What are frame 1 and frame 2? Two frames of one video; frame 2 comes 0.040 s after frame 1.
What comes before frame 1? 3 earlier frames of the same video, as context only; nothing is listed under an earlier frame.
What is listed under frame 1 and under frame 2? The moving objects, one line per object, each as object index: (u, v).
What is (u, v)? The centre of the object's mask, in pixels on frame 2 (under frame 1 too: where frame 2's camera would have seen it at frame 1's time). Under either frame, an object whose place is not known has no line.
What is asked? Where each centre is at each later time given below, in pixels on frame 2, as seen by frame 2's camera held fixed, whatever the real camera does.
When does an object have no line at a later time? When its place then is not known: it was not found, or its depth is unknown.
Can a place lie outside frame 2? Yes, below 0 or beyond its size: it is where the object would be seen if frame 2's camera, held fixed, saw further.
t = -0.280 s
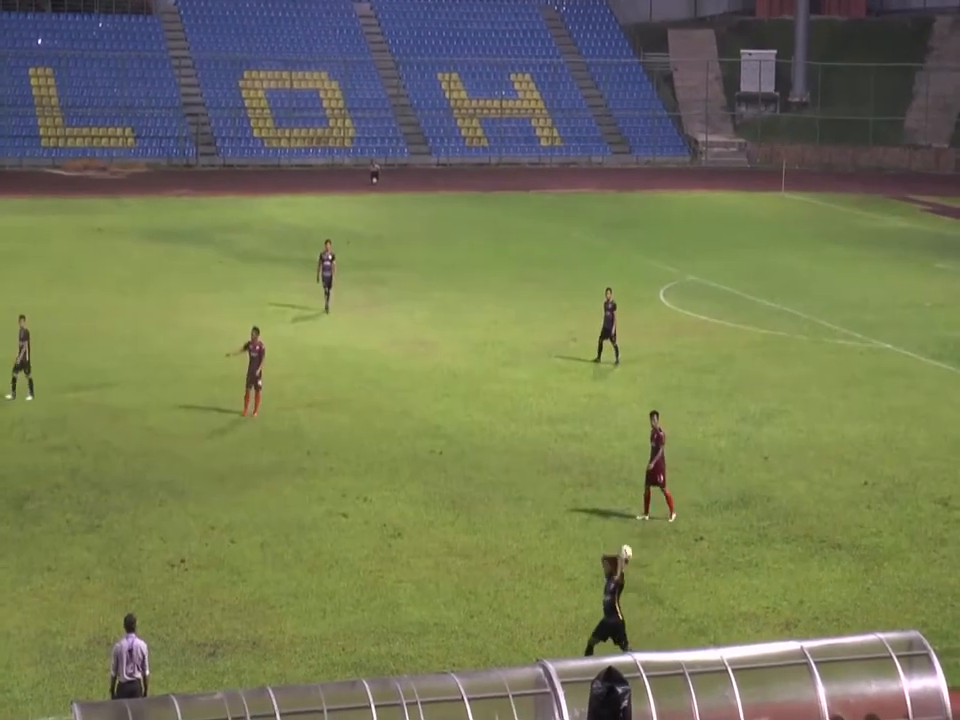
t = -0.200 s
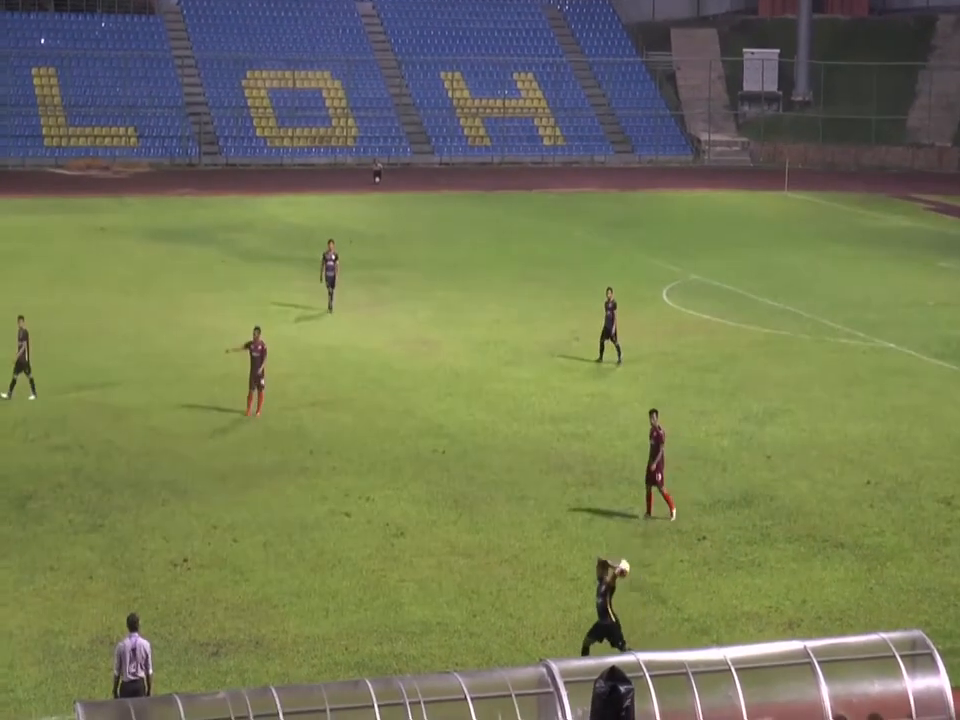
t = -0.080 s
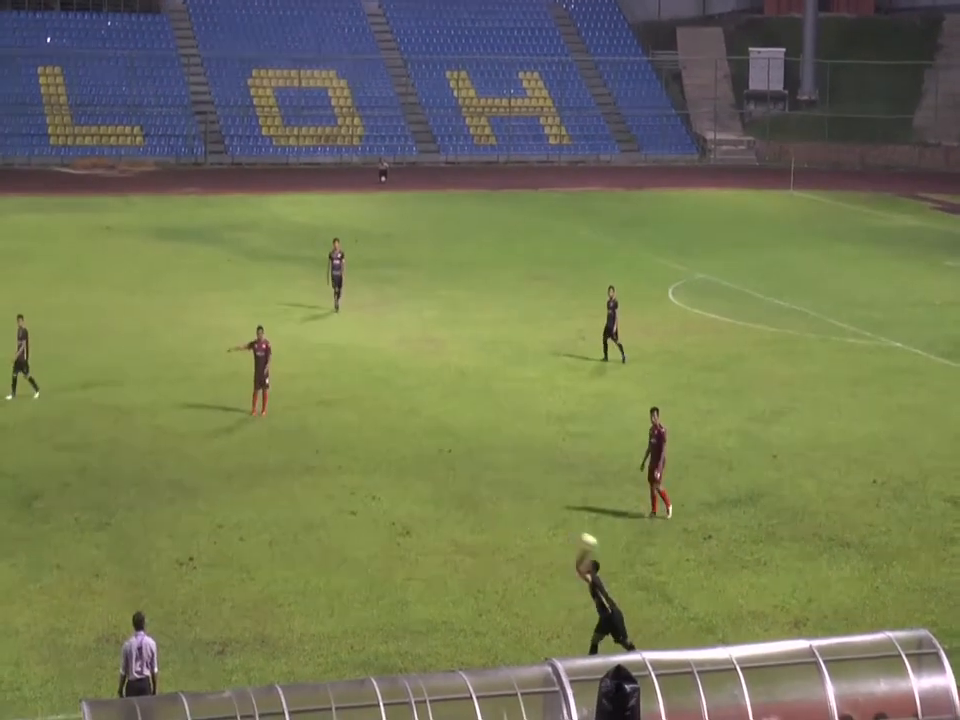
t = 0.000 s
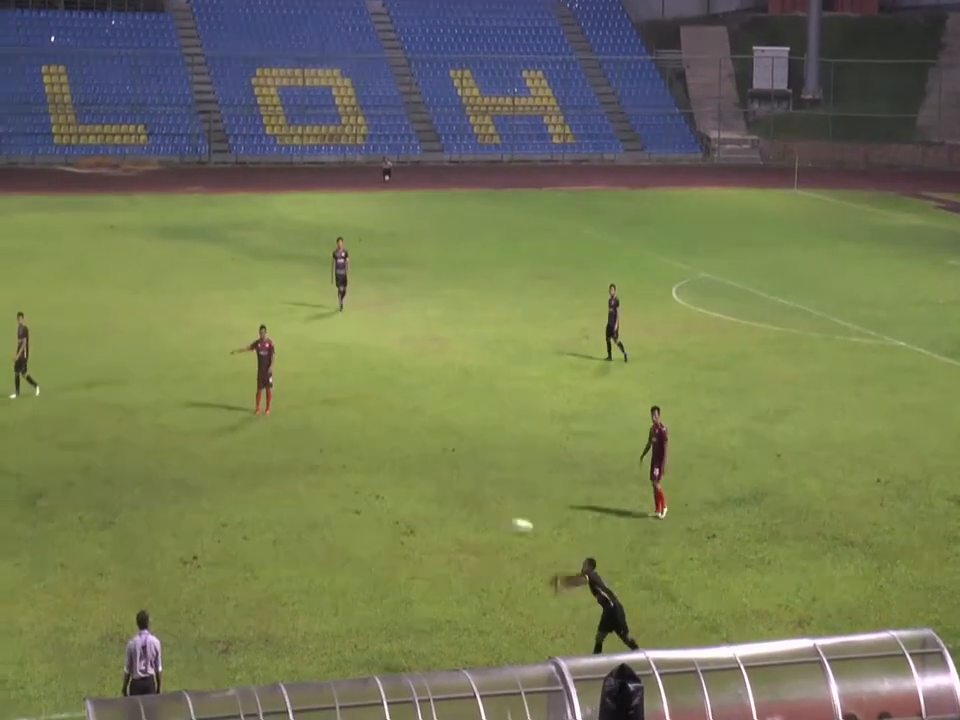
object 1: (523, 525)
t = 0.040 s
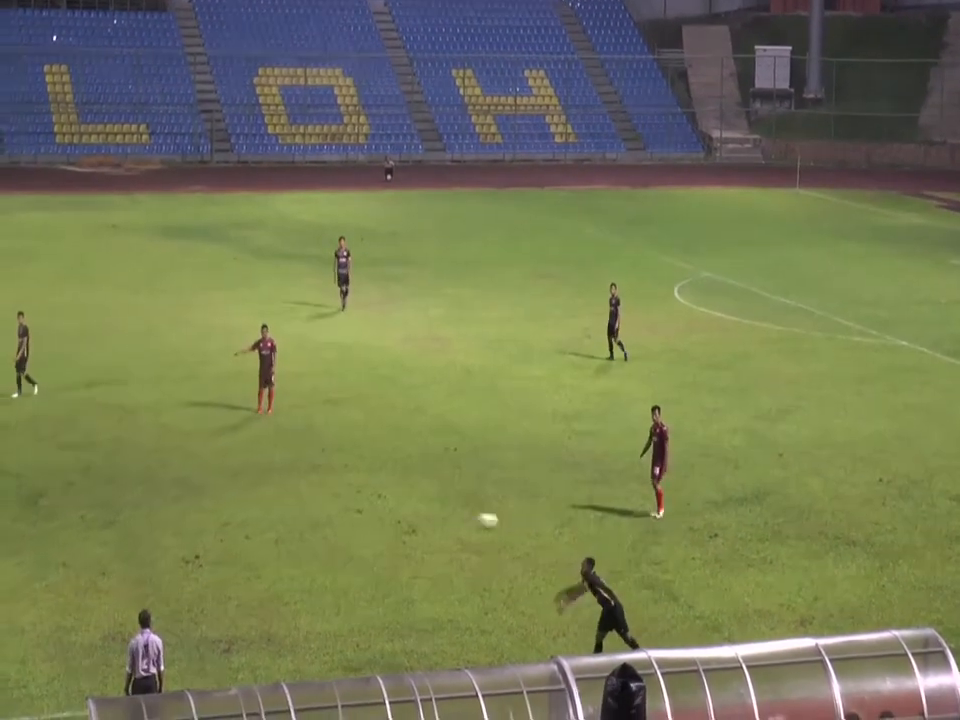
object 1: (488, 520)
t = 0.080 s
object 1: (451, 517)
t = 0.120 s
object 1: (414, 516)
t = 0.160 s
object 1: (378, 517)
